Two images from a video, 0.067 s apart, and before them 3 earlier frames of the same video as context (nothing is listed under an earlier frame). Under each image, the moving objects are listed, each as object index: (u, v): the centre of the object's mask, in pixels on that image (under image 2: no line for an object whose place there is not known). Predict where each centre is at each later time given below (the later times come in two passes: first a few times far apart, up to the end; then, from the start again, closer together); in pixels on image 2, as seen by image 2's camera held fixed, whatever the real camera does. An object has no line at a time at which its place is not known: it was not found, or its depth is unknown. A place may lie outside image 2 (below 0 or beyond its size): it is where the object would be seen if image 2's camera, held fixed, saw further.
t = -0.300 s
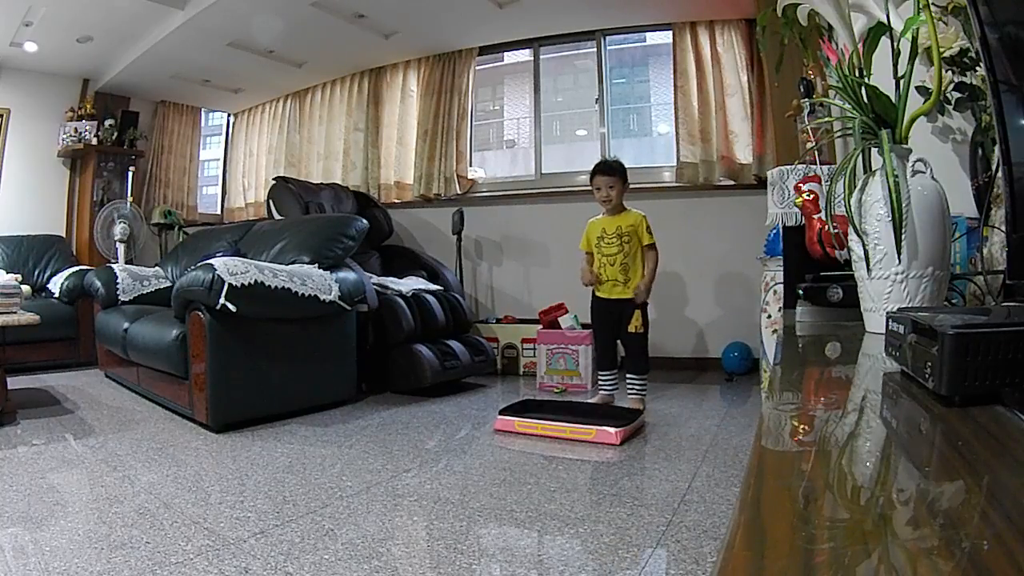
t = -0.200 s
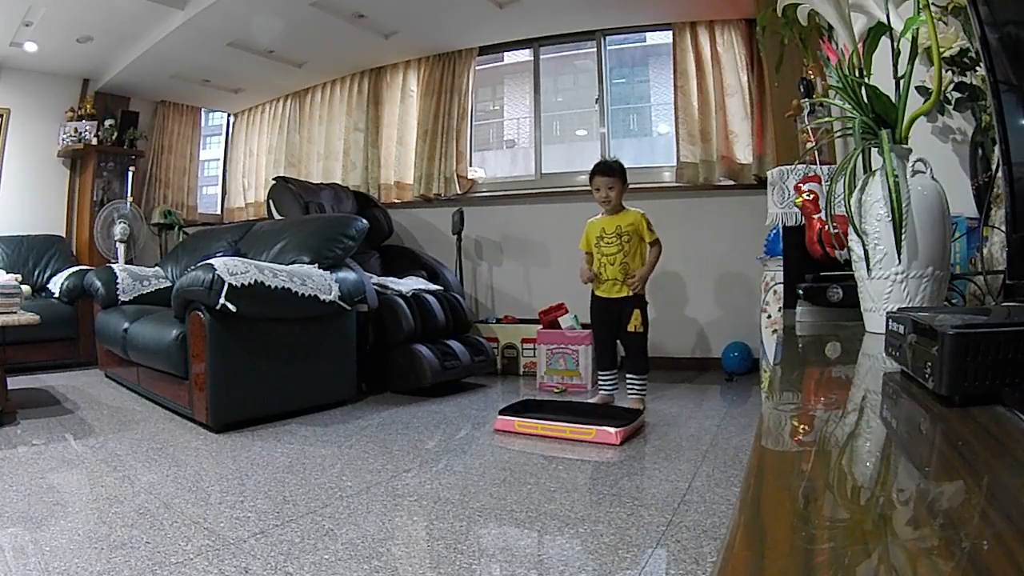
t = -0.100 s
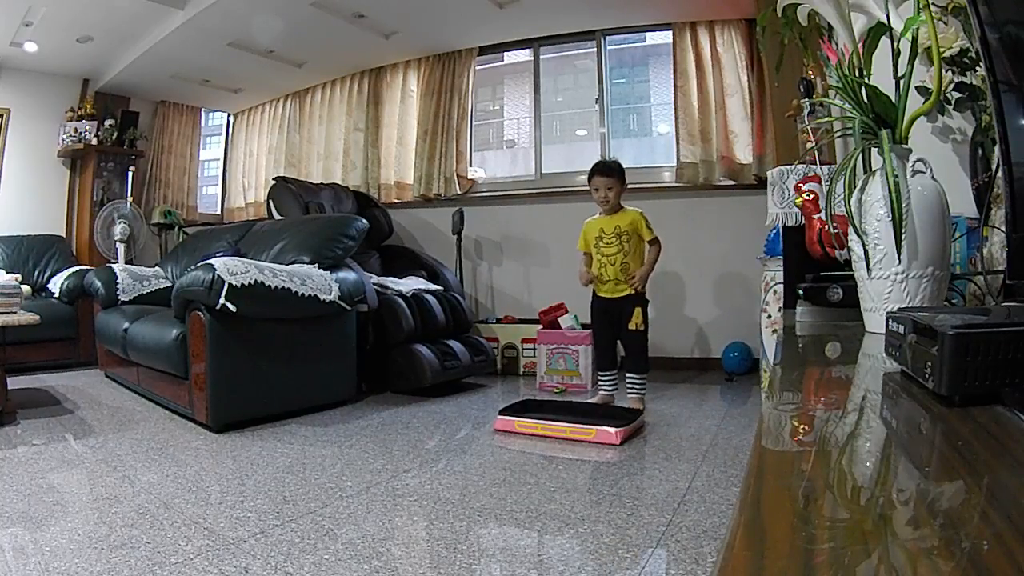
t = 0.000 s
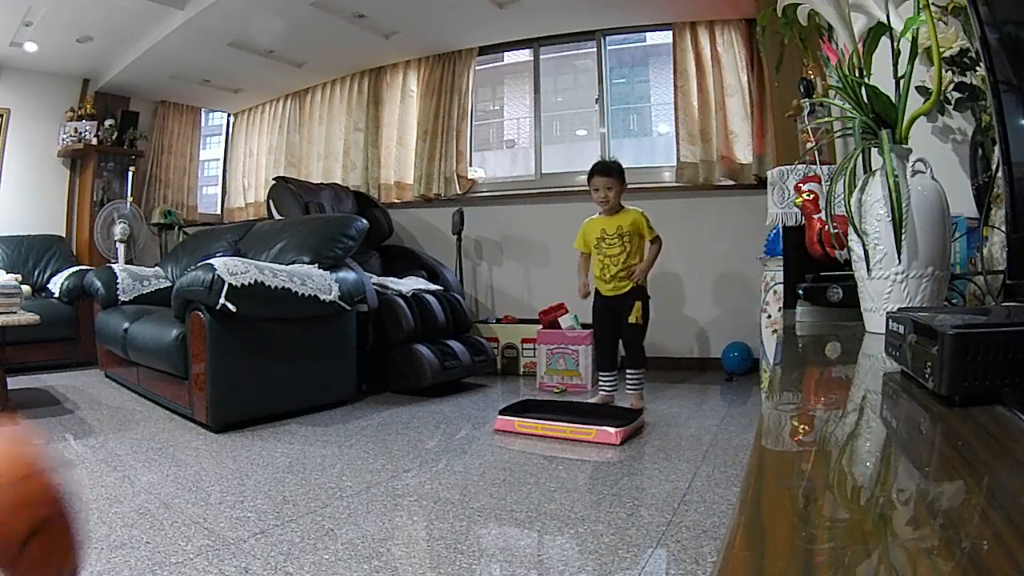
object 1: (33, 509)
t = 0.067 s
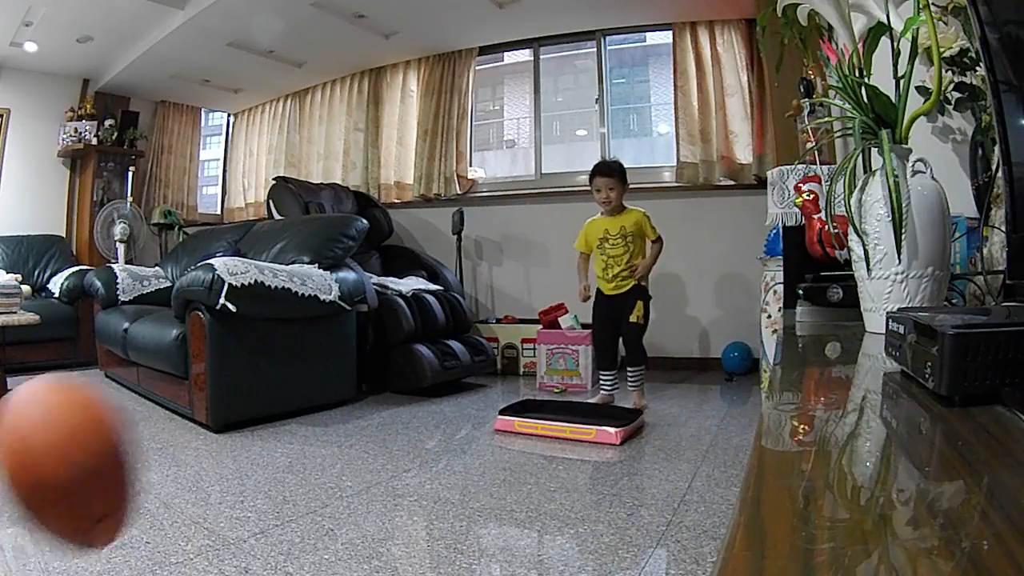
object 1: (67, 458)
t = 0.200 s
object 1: (187, 465)
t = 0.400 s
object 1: (356, 545)
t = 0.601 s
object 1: (441, 422)
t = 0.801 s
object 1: (514, 482)
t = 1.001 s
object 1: (567, 417)
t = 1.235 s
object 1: (609, 451)
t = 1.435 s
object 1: (640, 406)
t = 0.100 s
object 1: (93, 448)
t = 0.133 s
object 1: (123, 445)
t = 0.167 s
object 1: (155, 451)
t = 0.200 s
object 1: (187, 465)
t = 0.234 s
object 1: (219, 484)
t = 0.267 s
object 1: (251, 510)
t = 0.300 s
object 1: (281, 530)
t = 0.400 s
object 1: (356, 545)
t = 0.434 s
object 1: (370, 522)
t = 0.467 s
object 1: (384, 490)
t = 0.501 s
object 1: (398, 464)
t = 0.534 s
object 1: (413, 443)
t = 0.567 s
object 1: (428, 429)
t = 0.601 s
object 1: (441, 422)
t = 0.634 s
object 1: (453, 420)
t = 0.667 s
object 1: (466, 422)
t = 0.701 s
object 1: (479, 430)
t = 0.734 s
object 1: (491, 443)
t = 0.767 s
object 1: (503, 461)
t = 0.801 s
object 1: (514, 482)
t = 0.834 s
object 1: (526, 504)
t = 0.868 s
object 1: (535, 484)
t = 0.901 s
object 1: (543, 459)
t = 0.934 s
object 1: (551, 439)
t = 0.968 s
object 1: (560, 426)
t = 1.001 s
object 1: (567, 417)
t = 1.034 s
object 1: (573, 413)
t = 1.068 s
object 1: (580, 413)
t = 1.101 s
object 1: (586, 415)
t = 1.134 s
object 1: (592, 423)
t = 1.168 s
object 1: (597, 433)
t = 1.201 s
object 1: (603, 446)
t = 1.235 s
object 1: (609, 451)
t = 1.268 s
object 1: (615, 434)
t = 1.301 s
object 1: (621, 420)
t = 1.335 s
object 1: (627, 411)
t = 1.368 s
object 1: (631, 406)
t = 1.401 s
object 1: (636, 404)
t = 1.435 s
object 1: (640, 406)
